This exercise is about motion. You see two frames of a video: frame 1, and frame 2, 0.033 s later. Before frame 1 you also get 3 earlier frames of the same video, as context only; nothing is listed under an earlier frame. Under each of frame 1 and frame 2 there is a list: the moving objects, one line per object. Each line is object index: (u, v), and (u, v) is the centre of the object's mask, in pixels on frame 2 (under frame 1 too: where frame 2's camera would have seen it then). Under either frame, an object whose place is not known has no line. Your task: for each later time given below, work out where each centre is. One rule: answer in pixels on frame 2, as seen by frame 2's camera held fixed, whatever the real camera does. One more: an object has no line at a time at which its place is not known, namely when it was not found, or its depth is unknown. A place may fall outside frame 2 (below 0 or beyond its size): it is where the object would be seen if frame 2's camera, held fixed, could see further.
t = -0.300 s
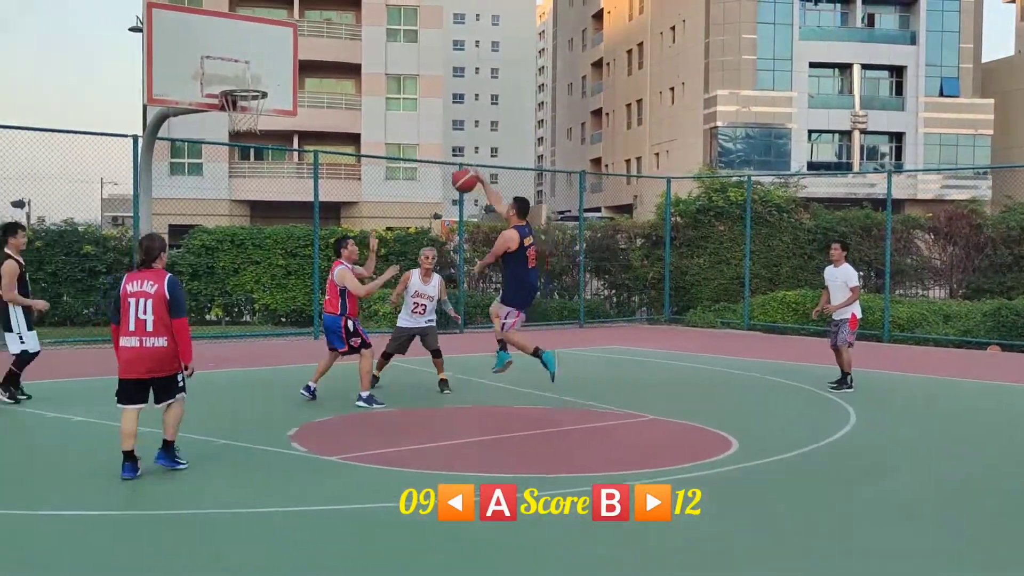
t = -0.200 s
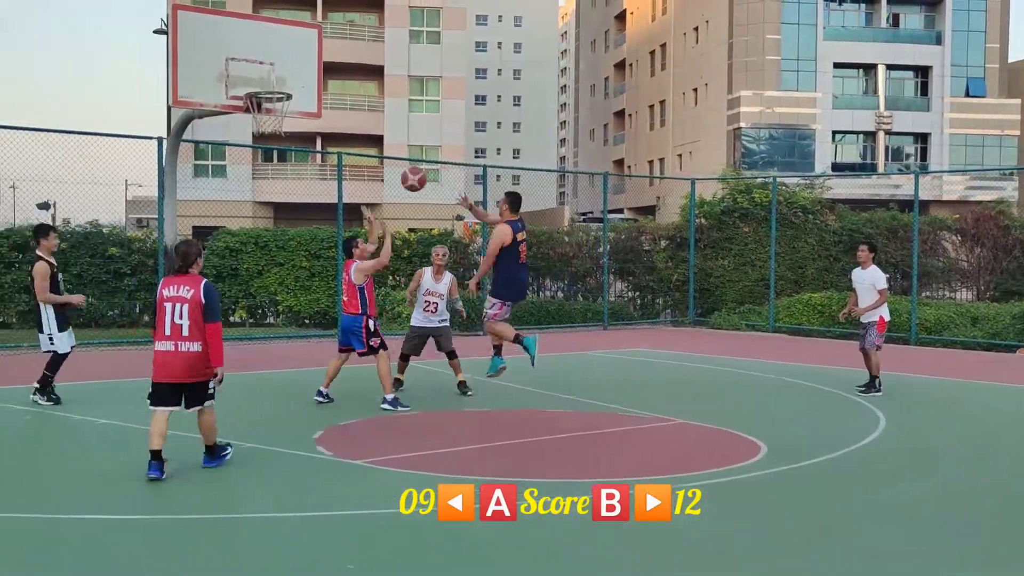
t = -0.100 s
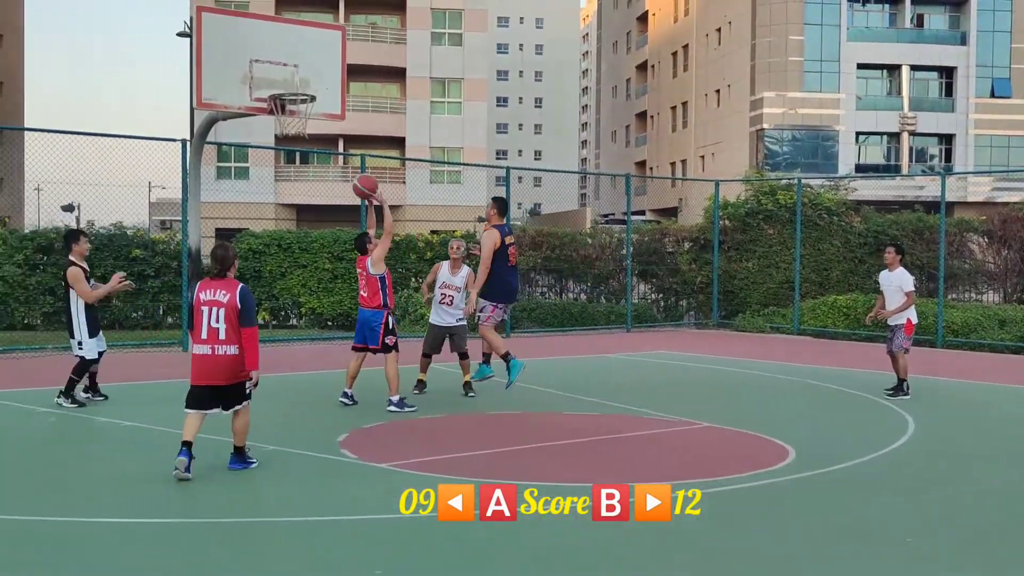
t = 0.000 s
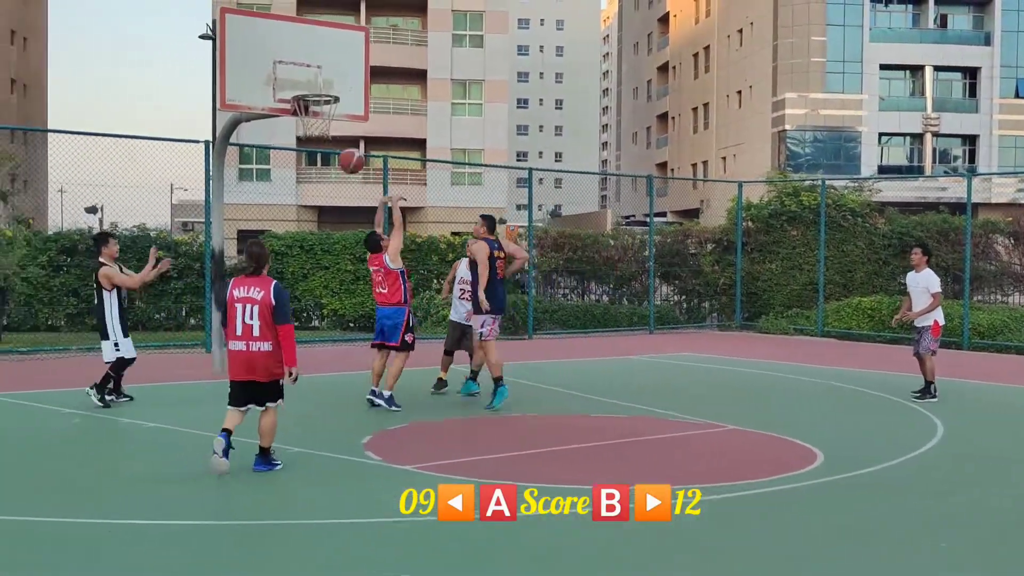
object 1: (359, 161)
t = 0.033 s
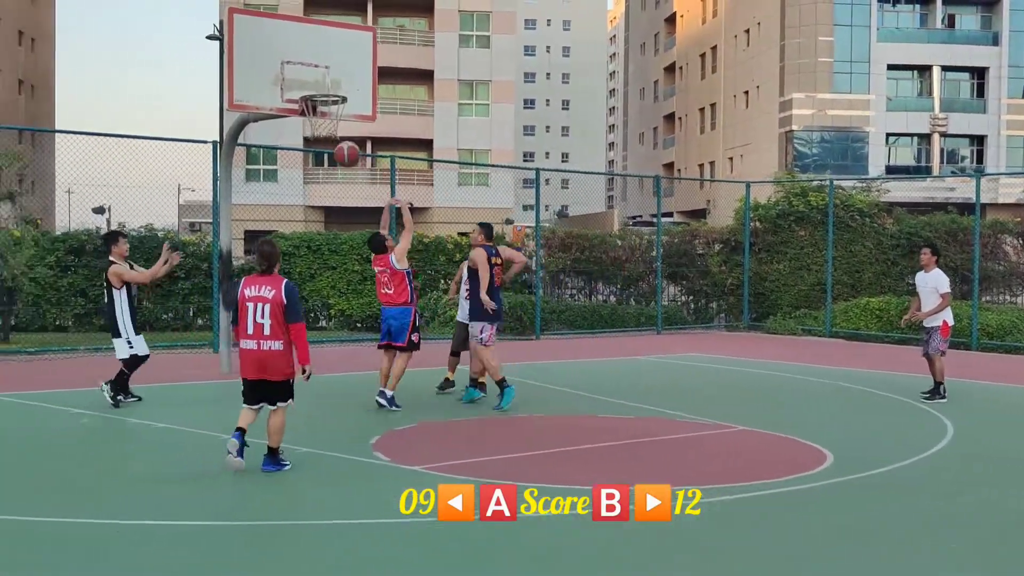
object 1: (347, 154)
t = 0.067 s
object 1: (336, 148)
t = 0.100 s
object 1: (324, 142)
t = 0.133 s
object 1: (311, 138)
